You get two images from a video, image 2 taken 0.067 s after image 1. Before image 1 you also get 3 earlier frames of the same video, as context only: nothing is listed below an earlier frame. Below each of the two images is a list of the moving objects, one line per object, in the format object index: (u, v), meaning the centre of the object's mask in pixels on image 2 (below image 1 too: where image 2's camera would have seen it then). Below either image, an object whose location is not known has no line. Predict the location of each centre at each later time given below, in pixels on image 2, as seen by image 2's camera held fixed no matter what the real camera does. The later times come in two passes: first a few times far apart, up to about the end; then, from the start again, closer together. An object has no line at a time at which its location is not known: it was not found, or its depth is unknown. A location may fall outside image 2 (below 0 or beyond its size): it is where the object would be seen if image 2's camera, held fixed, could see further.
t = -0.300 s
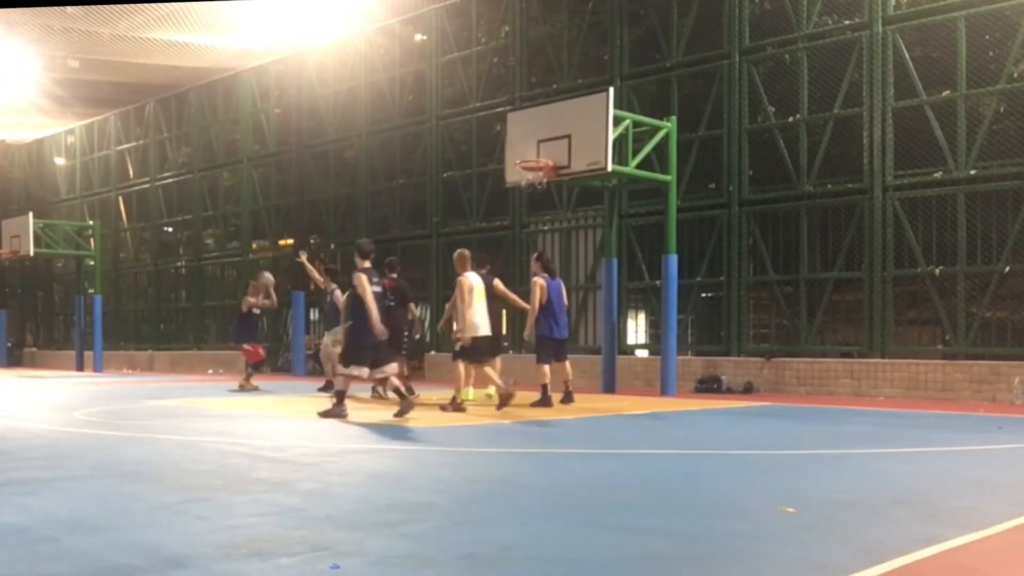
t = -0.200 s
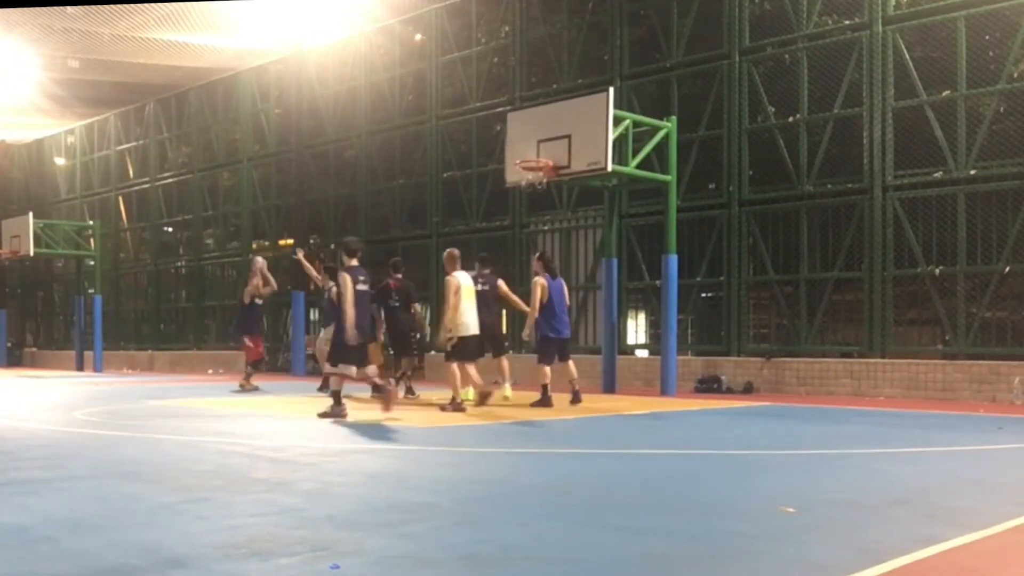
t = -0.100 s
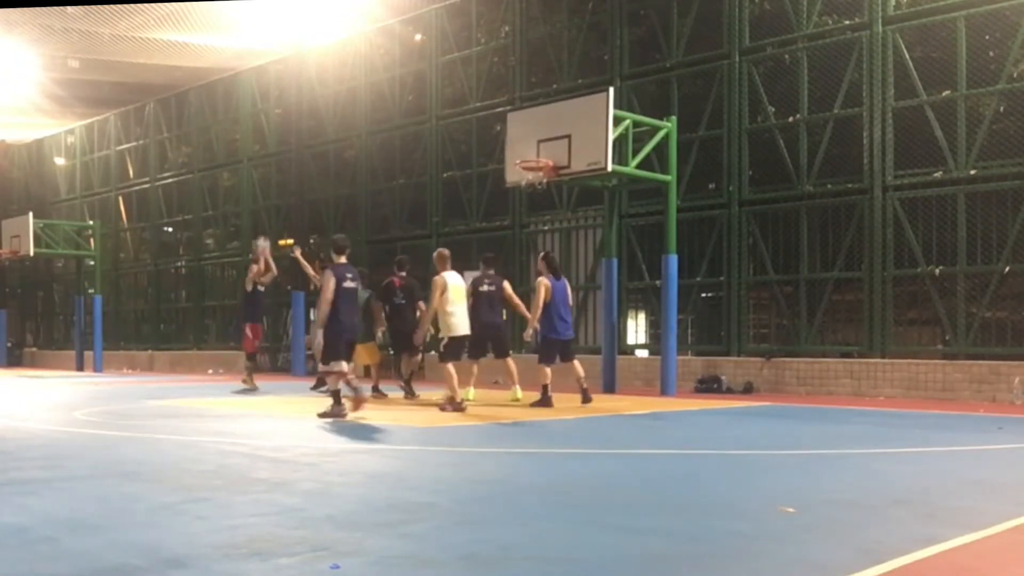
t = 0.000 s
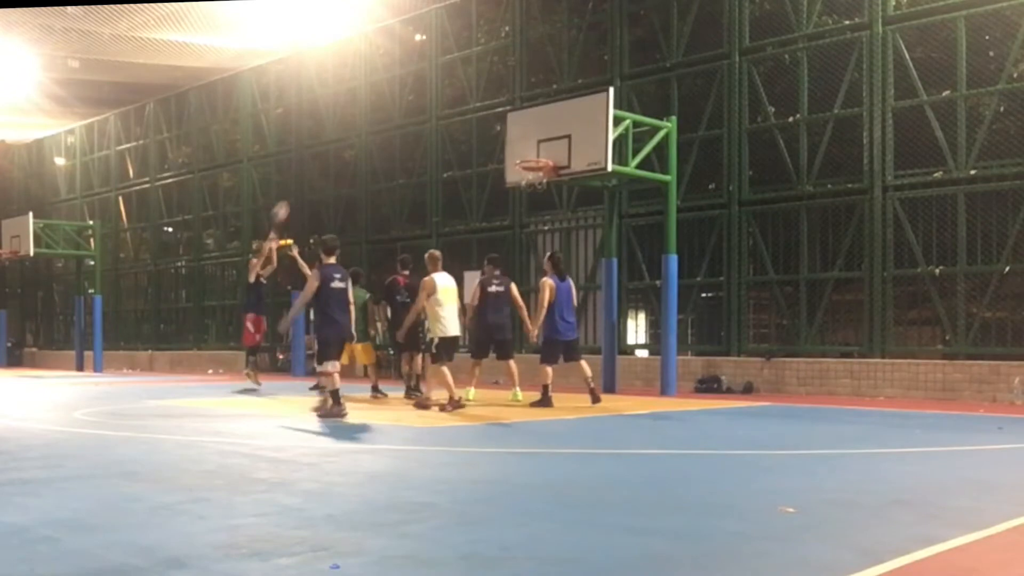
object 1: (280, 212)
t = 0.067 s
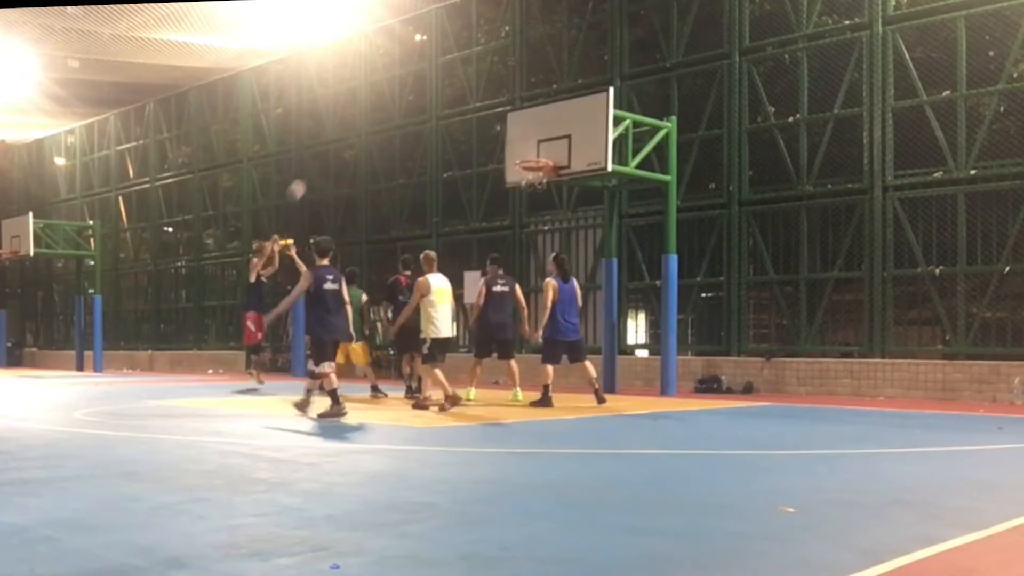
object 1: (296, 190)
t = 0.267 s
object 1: (346, 139)
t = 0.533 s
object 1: (416, 110)
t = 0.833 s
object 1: (498, 136)
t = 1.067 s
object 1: (552, 181)
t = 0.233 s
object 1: (338, 145)
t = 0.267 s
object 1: (346, 139)
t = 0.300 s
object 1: (355, 133)
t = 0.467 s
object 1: (398, 113)
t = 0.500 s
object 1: (407, 111)
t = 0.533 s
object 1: (416, 110)
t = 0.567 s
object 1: (425, 110)
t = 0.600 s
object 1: (434, 111)
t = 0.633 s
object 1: (443, 112)
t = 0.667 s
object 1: (452, 114)
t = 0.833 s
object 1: (498, 136)
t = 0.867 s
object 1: (510, 144)
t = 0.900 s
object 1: (521, 152)
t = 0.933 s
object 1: (528, 156)
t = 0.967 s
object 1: (543, 172)
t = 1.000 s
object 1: (545, 175)
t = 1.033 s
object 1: (549, 177)
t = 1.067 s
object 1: (552, 181)
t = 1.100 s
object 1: (556, 186)
